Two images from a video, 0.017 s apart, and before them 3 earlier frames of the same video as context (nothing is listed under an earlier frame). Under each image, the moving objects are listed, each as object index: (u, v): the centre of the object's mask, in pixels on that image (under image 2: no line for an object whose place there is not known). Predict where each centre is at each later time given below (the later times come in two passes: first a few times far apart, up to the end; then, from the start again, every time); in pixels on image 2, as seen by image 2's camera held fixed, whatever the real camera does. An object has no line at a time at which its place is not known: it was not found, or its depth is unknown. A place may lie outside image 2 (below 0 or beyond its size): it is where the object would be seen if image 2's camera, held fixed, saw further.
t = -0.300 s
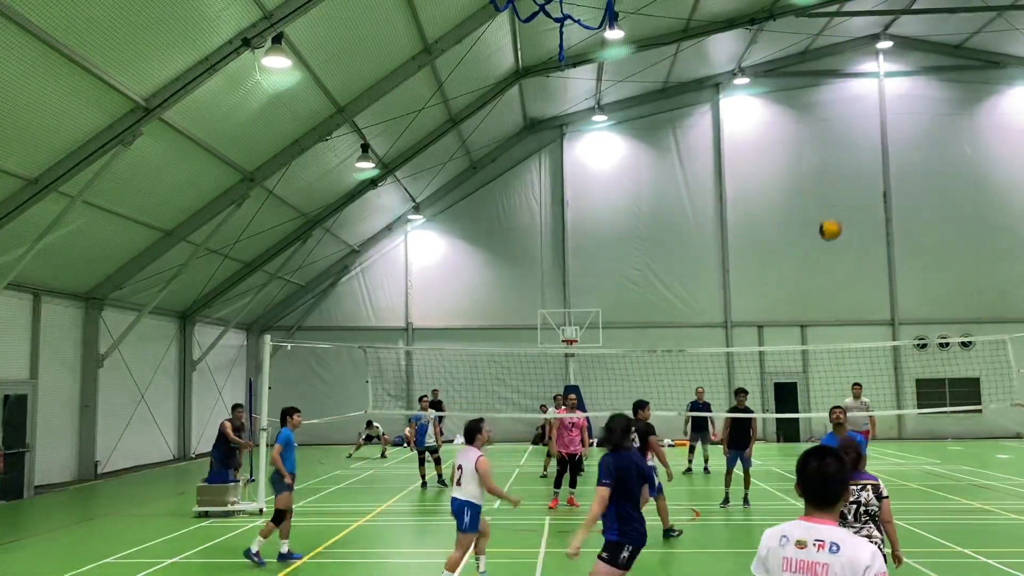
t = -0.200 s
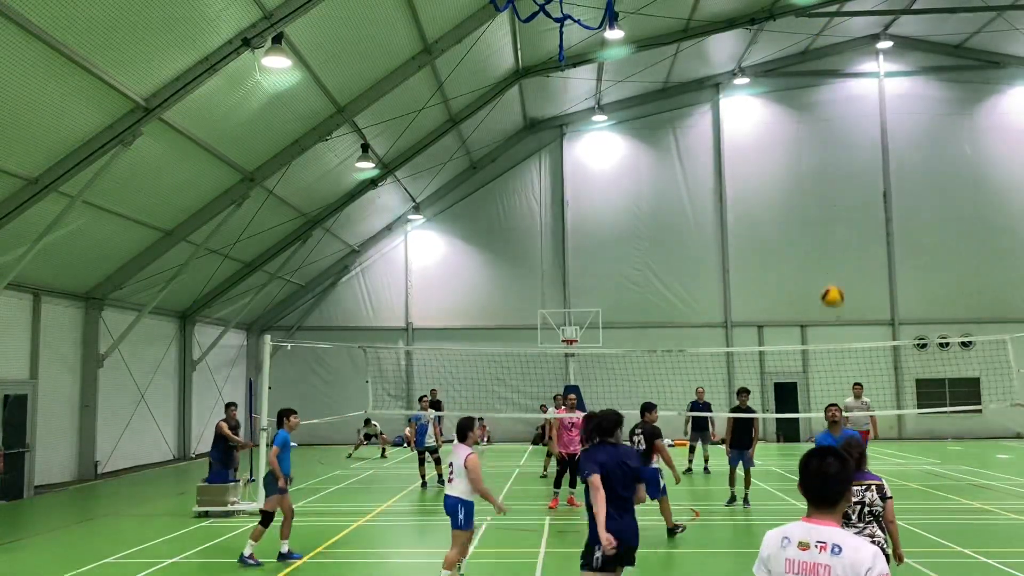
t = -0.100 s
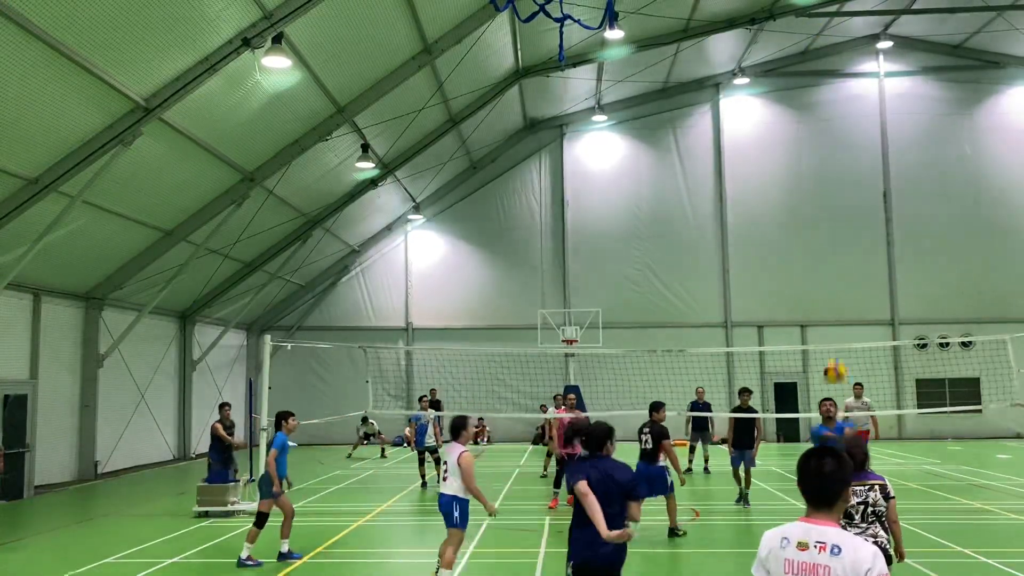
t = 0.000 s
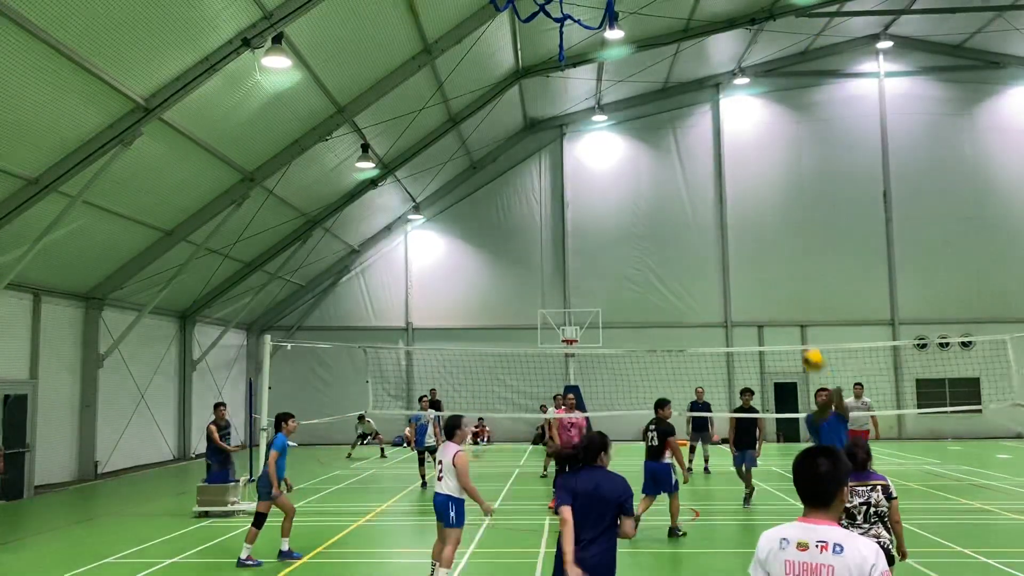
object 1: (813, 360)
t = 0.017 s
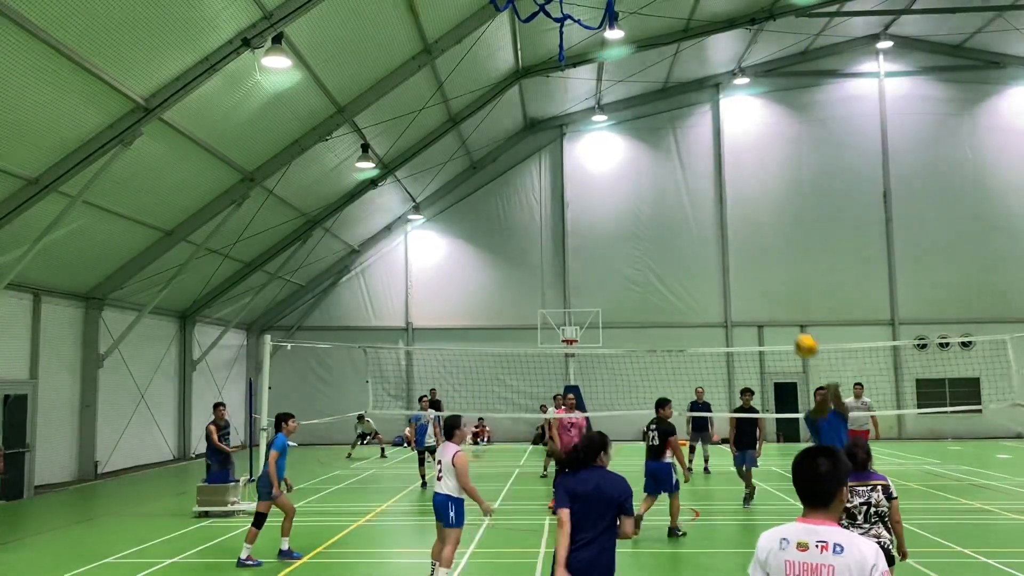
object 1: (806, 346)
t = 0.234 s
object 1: (723, 206)
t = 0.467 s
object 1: (648, 120)
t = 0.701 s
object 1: (584, 90)
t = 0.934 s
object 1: (524, 107)
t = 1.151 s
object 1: (476, 158)
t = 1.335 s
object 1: (439, 226)
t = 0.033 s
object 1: (798, 333)
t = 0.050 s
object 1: (791, 320)
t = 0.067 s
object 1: (785, 308)
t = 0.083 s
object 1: (778, 296)
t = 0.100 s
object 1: (772, 285)
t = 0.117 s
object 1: (766, 274)
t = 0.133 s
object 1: (760, 263)
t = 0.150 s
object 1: (753, 252)
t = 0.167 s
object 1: (747, 241)
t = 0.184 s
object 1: (742, 232)
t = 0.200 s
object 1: (737, 224)
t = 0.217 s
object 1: (730, 214)
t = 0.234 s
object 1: (723, 206)
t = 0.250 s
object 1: (718, 198)
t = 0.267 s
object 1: (711, 191)
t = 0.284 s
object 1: (706, 182)
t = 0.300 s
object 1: (700, 176)
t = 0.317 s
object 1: (694, 169)
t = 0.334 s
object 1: (689, 162)
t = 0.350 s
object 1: (684, 156)
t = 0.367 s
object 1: (679, 149)
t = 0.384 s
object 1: (673, 143)
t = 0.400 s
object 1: (669, 138)
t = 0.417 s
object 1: (663, 135)
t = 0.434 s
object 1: (658, 129)
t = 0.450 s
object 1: (653, 124)
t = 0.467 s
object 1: (648, 120)
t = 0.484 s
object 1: (642, 116)
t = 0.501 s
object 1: (638, 113)
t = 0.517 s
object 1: (633, 109)
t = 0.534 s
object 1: (627, 106)
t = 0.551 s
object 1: (623, 104)
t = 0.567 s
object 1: (620, 102)
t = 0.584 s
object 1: (615, 98)
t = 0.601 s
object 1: (609, 96)
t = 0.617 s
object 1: (605, 96)
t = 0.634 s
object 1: (601, 94)
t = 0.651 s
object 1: (596, 93)
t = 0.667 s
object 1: (591, 92)
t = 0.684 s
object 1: (586, 90)
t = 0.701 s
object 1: (584, 90)
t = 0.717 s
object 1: (577, 90)
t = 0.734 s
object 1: (573, 90)
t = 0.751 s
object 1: (569, 90)
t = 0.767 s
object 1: (565, 90)
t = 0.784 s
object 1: (562, 91)
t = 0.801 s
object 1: (557, 92)
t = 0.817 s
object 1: (553, 93)
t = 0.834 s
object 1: (549, 94)
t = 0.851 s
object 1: (545, 95)
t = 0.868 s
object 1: (540, 97)
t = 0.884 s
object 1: (536, 98)
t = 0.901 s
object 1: (532, 101)
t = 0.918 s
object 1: (529, 103)
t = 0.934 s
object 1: (524, 107)
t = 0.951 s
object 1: (520, 109)
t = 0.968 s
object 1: (517, 112)
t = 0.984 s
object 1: (513, 115)
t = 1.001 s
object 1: (509, 119)
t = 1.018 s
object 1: (506, 123)
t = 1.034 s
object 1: (503, 126)
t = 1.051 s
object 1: (498, 128)
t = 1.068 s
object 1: (495, 134)
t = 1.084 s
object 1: (490, 139)
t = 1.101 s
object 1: (486, 143)
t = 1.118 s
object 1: (484, 146)
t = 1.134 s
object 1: (479, 153)
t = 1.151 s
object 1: (476, 158)
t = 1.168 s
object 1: (474, 163)
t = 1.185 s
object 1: (469, 168)
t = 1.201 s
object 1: (467, 173)
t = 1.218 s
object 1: (463, 180)
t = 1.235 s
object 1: (460, 186)
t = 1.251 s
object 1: (456, 193)
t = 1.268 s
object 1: (453, 197)
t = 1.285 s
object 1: (449, 205)
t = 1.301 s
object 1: (445, 213)
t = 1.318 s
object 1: (442, 220)
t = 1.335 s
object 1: (439, 226)
